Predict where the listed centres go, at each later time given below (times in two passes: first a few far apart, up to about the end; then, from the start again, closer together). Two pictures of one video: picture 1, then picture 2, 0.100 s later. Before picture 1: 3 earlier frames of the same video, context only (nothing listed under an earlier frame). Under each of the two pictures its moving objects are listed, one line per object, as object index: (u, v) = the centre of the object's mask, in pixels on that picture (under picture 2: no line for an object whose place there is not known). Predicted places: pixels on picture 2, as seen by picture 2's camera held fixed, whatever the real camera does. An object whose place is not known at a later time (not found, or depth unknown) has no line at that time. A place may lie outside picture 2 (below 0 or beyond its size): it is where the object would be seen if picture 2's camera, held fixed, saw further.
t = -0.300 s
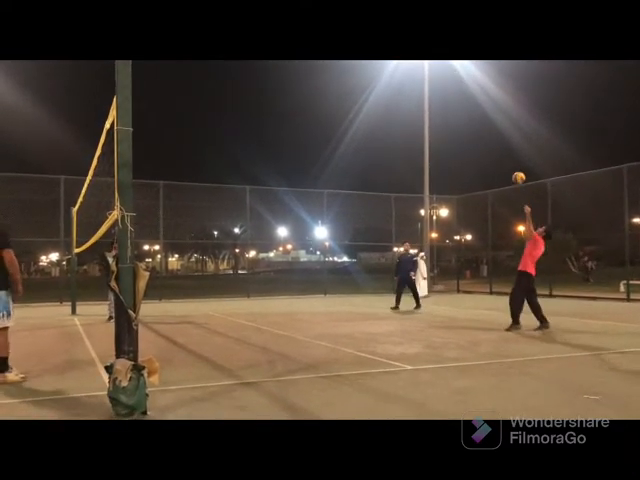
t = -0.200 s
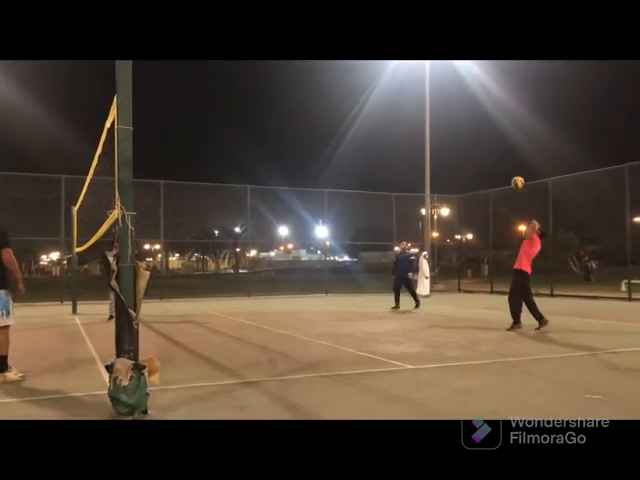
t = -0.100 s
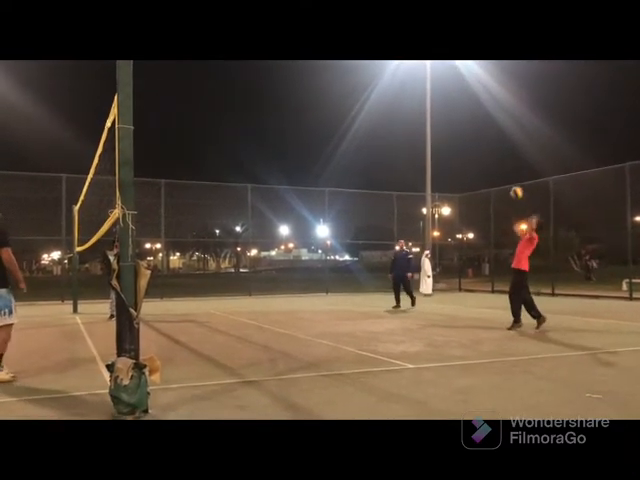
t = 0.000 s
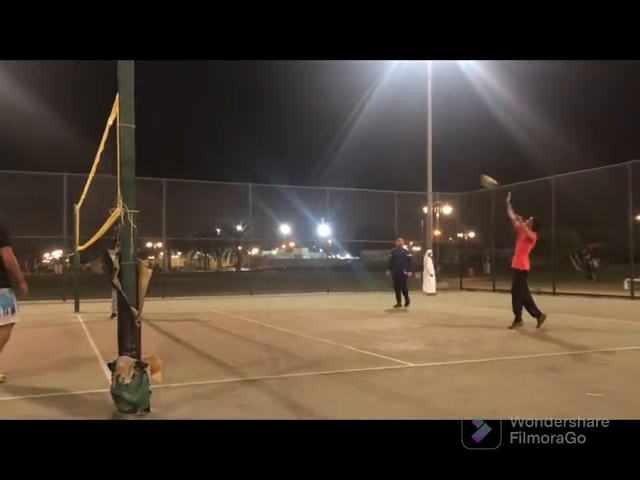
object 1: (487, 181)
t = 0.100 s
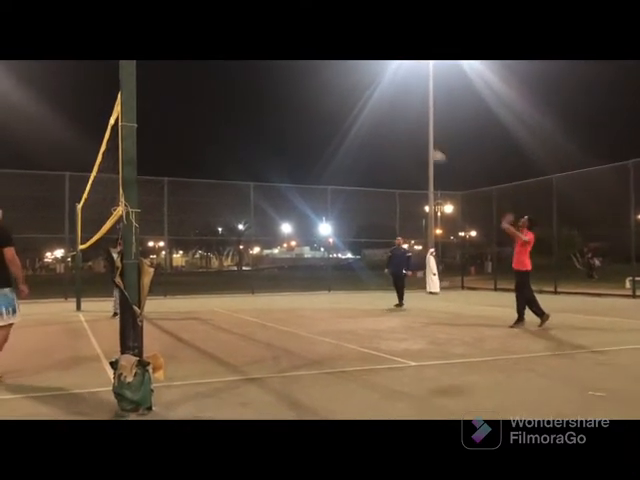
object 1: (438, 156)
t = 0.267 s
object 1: (348, 129)
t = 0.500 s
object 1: (218, 117)
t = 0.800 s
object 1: (42, 152)
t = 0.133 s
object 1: (419, 150)
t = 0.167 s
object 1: (401, 144)
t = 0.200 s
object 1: (383, 139)
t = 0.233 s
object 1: (366, 133)
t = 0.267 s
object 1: (348, 129)
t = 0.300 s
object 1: (329, 126)
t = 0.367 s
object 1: (292, 119)
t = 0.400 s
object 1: (274, 118)
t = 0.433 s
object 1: (256, 117)
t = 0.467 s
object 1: (237, 116)
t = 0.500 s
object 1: (218, 117)
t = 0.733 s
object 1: (81, 138)
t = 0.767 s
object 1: (62, 145)
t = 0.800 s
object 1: (42, 152)
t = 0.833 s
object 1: (23, 160)
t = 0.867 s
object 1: (4, 169)
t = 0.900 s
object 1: (-11, 178)
